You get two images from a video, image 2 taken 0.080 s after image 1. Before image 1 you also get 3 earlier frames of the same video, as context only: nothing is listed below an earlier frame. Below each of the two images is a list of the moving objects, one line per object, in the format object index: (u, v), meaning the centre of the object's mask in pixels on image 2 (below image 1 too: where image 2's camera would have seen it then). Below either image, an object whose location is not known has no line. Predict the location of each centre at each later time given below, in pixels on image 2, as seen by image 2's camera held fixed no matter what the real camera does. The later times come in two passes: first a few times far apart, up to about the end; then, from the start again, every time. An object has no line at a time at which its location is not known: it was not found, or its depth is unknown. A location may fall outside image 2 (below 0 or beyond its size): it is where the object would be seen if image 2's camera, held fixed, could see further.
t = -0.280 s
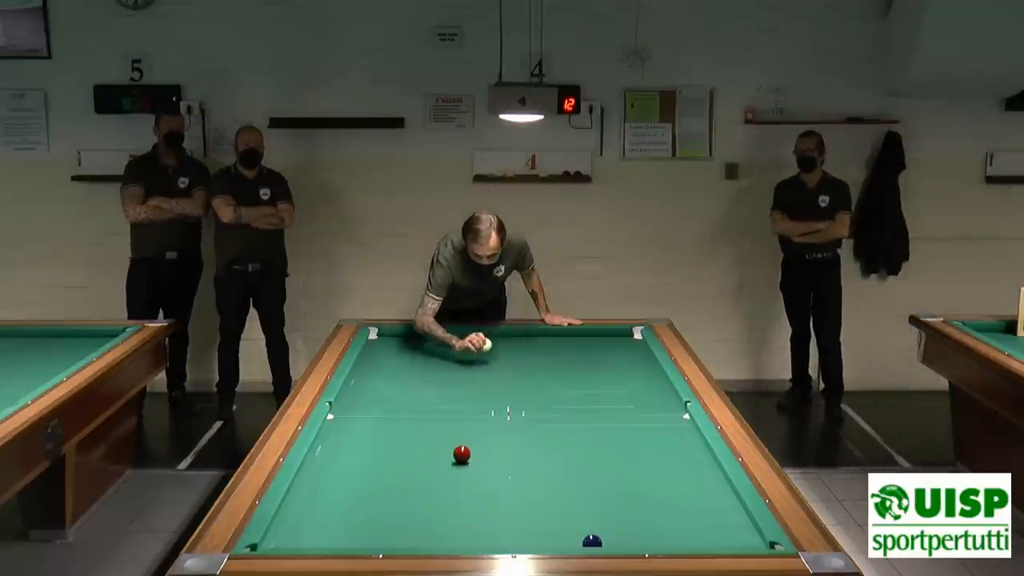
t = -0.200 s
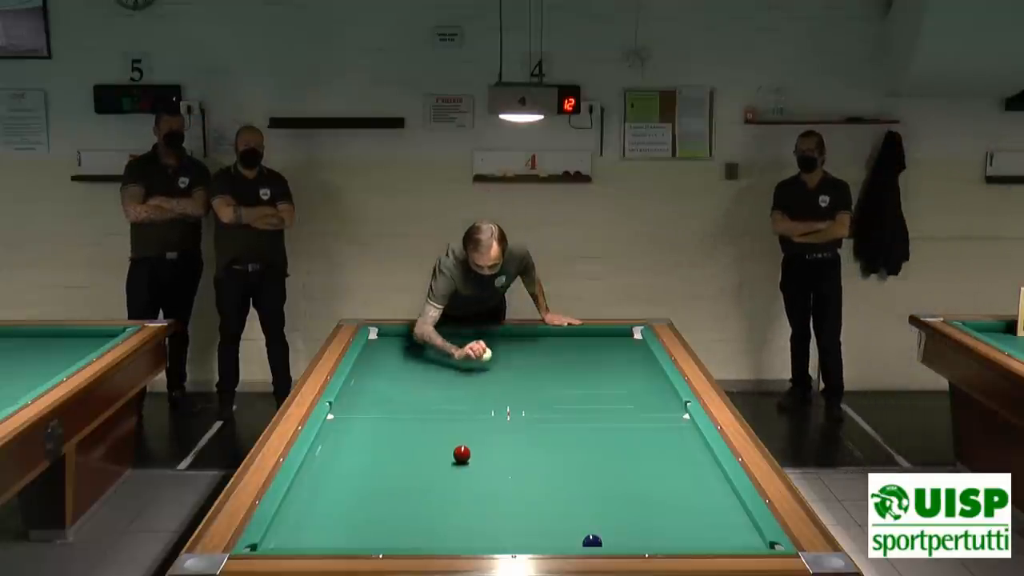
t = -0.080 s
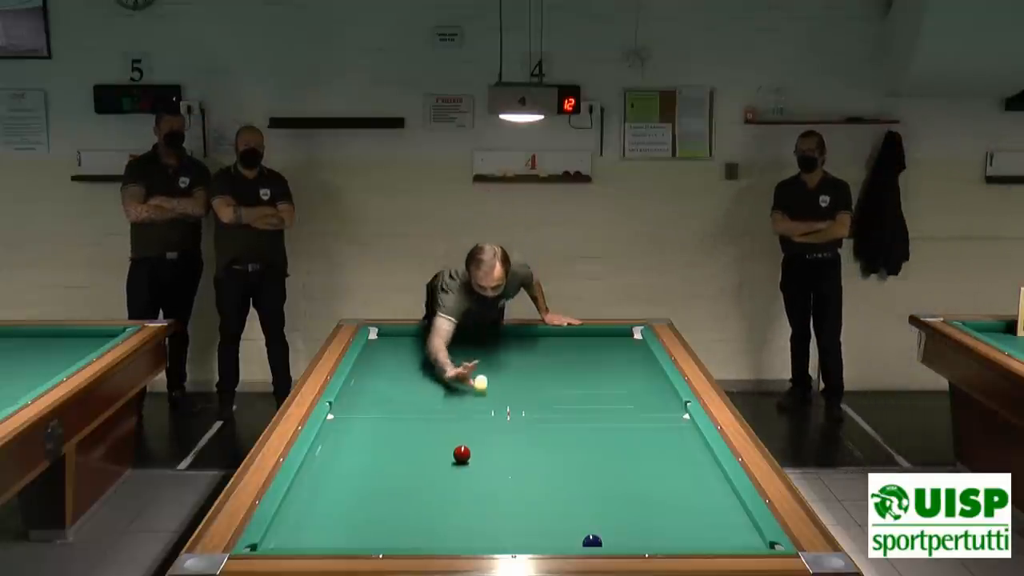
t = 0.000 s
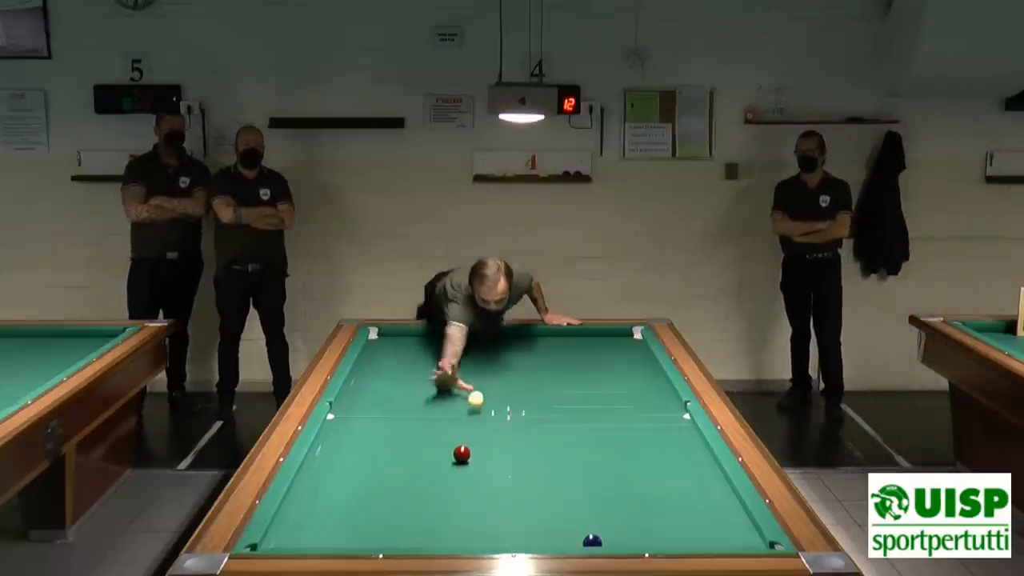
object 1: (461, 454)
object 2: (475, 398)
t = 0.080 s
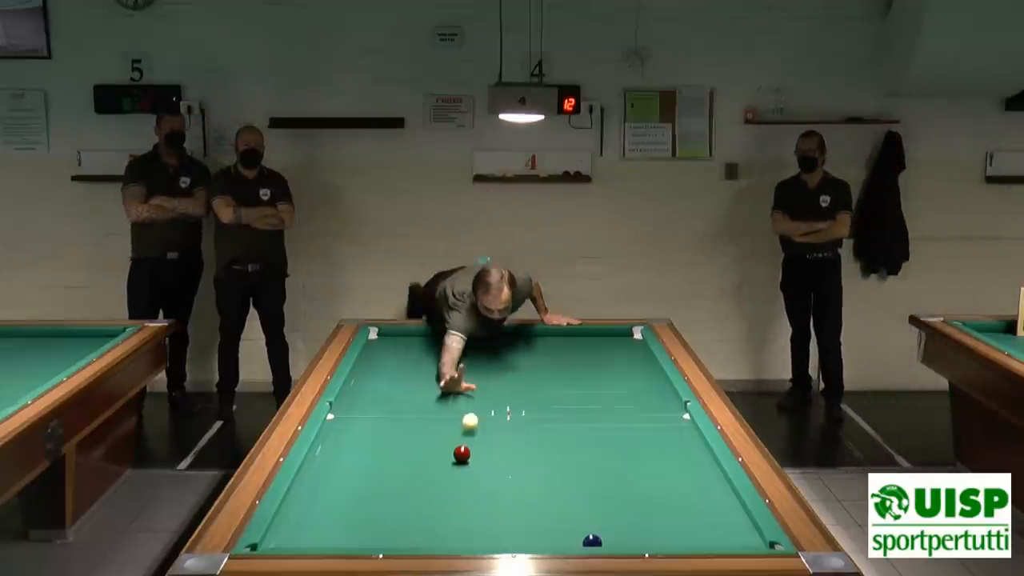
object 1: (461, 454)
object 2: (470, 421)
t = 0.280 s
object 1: (451, 489)
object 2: (464, 448)
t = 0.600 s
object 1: (435, 511)
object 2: (468, 455)
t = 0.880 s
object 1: (438, 458)
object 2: (471, 459)
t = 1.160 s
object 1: (440, 419)
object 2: (474, 463)
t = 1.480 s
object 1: (442, 383)
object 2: (477, 468)
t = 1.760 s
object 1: (443, 359)
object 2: (479, 471)
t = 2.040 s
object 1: (444, 338)
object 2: (482, 474)
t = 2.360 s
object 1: (441, 344)
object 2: (485, 478)
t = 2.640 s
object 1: (437, 357)
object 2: (486, 480)
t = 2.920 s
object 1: (433, 369)
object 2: (488, 483)
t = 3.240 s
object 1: (428, 386)
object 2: (489, 486)
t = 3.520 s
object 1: (423, 402)
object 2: (490, 487)
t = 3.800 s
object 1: (419, 419)
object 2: (492, 489)
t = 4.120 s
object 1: (413, 440)
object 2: (493, 489)
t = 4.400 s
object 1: (408, 461)
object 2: (493, 490)
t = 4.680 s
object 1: (402, 484)
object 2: (494, 491)
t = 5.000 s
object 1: (394, 514)
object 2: (494, 491)
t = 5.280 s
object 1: (386, 539)
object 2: (493, 491)
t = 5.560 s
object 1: (387, 537)
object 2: (494, 491)
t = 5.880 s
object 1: (391, 518)
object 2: (494, 491)
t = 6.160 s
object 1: (395, 503)
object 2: (493, 491)
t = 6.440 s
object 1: (398, 489)
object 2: (493, 491)
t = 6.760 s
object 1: (401, 475)
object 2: (493, 491)
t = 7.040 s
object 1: (403, 463)
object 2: (493, 491)
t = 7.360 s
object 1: (405, 452)
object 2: (493, 491)
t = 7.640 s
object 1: (406, 442)
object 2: (493, 491)
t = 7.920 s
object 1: (408, 434)
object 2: (493, 491)
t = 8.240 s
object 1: (409, 425)
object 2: (493, 491)
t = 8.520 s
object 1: (410, 417)
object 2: (493, 491)
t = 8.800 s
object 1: (411, 411)
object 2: (493, 491)
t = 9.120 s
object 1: (412, 404)
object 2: (493, 491)
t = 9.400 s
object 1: (413, 398)
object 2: (493, 491)
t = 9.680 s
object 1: (414, 393)
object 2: (493, 491)
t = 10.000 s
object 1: (414, 388)
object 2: (493, 491)
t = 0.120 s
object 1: (461, 454)
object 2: (467, 432)
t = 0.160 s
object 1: (461, 455)
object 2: (464, 442)
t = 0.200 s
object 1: (459, 463)
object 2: (464, 445)
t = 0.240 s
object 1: (455, 476)
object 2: (464, 448)
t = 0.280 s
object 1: (451, 489)
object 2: (464, 448)
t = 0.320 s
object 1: (447, 502)
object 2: (465, 449)
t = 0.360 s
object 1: (443, 516)
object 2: (465, 451)
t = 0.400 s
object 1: (439, 531)
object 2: (465, 451)
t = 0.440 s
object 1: (434, 541)
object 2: (466, 452)
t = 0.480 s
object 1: (433, 540)
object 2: (466, 453)
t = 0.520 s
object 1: (434, 531)
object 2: (467, 453)
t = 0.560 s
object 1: (434, 521)
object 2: (467, 454)
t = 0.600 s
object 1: (435, 511)
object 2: (468, 455)
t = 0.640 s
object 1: (436, 502)
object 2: (468, 455)
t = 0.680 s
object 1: (436, 493)
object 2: (468, 456)
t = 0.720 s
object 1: (437, 485)
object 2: (469, 457)
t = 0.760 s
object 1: (437, 478)
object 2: (469, 457)
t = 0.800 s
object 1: (438, 471)
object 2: (470, 458)
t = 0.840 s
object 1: (438, 464)
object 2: (470, 458)
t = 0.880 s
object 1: (438, 458)
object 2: (471, 459)
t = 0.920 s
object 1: (439, 452)
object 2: (471, 459)
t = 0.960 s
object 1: (439, 446)
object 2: (472, 460)
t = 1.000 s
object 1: (439, 440)
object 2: (472, 461)
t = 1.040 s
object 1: (439, 434)
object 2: (473, 461)
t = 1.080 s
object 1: (440, 429)
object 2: (473, 462)
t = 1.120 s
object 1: (440, 424)
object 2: (473, 462)
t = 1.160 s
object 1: (440, 419)
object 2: (474, 463)
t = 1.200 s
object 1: (440, 414)
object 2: (474, 463)
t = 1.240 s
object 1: (441, 409)
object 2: (474, 464)
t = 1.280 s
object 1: (441, 405)
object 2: (475, 464)
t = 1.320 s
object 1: (441, 400)
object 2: (475, 465)
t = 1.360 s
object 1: (441, 396)
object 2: (476, 466)
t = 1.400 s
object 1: (442, 392)
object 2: (476, 466)
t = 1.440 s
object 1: (442, 387)
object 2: (476, 467)
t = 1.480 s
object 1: (442, 383)
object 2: (477, 468)
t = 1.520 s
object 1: (442, 379)
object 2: (477, 468)
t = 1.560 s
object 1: (442, 376)
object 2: (477, 468)
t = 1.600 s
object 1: (443, 372)
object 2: (478, 469)
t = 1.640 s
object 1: (443, 369)
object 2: (478, 469)
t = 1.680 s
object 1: (443, 365)
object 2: (479, 470)
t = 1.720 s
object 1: (443, 362)
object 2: (479, 470)
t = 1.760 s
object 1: (443, 359)
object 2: (479, 471)
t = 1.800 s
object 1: (443, 355)
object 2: (480, 471)
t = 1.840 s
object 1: (444, 353)
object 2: (480, 472)
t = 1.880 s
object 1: (444, 350)
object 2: (480, 473)
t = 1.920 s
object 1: (444, 347)
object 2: (481, 473)
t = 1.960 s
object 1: (444, 344)
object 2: (481, 474)
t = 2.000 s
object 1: (444, 341)
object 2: (482, 474)
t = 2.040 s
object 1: (444, 338)
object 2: (482, 474)
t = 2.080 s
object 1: (445, 335)
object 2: (482, 475)
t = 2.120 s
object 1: (445, 333)
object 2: (483, 475)
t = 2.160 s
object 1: (444, 335)
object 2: (483, 476)
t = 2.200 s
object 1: (444, 337)
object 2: (483, 476)
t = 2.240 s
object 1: (443, 339)
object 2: (484, 477)
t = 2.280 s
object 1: (442, 341)
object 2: (484, 477)
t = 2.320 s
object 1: (442, 343)
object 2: (484, 478)
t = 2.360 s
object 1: (441, 344)
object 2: (485, 478)
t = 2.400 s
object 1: (441, 346)
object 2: (485, 478)
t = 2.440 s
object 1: (440, 347)
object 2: (485, 478)
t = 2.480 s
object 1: (440, 349)
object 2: (485, 479)
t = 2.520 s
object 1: (439, 351)
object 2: (486, 479)
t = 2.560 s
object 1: (439, 353)
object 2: (486, 480)
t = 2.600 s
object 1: (438, 355)
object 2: (486, 480)
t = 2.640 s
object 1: (437, 357)
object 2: (486, 480)
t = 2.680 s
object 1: (437, 358)
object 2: (486, 481)
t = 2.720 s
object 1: (436, 360)
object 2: (487, 481)
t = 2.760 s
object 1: (435, 362)
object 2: (487, 482)
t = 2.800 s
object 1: (435, 364)
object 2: (487, 482)
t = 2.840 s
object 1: (434, 366)
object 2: (487, 482)
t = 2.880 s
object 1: (434, 368)
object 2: (488, 483)
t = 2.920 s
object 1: (433, 369)
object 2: (488, 483)
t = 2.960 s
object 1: (433, 372)
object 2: (488, 483)
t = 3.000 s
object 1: (432, 374)
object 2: (488, 483)
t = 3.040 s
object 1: (431, 375)
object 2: (488, 484)
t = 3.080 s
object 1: (431, 378)
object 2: (488, 484)
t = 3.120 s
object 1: (430, 380)
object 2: (489, 484)
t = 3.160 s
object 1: (429, 382)
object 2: (489, 485)
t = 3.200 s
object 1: (429, 384)
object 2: (489, 485)
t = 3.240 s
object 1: (428, 386)
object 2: (489, 486)
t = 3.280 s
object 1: (427, 388)
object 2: (489, 486)
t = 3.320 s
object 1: (427, 391)
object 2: (490, 486)
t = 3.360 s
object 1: (426, 392)
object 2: (490, 486)
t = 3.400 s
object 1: (425, 395)
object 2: (490, 486)
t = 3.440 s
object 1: (425, 397)
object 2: (490, 487)
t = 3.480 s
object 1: (424, 399)
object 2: (490, 487)
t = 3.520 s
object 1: (423, 402)
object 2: (490, 487)
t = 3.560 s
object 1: (423, 404)
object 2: (491, 487)
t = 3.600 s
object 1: (422, 406)
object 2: (491, 487)
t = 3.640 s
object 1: (421, 409)
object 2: (491, 488)
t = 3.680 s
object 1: (421, 411)
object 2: (491, 488)
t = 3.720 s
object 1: (420, 414)
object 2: (491, 488)
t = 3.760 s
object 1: (419, 416)
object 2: (491, 488)
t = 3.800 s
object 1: (419, 419)
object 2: (492, 489)
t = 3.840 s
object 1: (418, 421)
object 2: (492, 489)
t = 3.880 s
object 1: (417, 424)
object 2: (492, 489)
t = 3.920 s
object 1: (417, 426)
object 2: (492, 489)
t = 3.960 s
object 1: (416, 429)
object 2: (492, 489)
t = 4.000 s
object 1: (415, 432)
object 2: (492, 489)
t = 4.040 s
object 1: (414, 435)
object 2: (492, 489)
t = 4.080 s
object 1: (414, 437)
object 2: (492, 489)
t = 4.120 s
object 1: (413, 440)
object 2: (493, 489)
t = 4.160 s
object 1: (412, 443)
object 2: (493, 490)
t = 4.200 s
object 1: (412, 446)
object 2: (493, 490)
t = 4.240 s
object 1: (411, 449)
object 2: (493, 490)
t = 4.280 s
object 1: (410, 452)
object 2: (493, 490)
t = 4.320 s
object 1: (409, 455)
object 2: (493, 490)
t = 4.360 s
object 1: (408, 458)
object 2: (493, 490)
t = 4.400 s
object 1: (408, 461)
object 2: (493, 490)
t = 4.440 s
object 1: (407, 464)
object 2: (493, 491)
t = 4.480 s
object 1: (406, 468)
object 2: (493, 491)
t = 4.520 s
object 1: (405, 471)
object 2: (493, 491)
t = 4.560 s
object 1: (404, 474)
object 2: (493, 490)
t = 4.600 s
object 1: (404, 477)
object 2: (494, 491)
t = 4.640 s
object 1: (403, 481)
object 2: (494, 491)
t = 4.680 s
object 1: (402, 484)
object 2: (494, 491)
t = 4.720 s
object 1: (401, 488)
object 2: (494, 491)
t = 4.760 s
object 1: (400, 491)
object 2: (494, 491)
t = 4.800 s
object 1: (399, 495)
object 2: (494, 491)
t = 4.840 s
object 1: (398, 498)
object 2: (494, 491)
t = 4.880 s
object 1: (397, 502)
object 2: (494, 491)
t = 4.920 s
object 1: (396, 506)
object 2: (494, 491)
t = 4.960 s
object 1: (395, 510)
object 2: (494, 491)
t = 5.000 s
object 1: (394, 514)
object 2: (494, 491)
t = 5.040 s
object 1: (393, 518)
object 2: (494, 491)
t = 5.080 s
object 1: (392, 522)
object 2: (494, 491)
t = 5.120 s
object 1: (391, 526)
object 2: (494, 491)
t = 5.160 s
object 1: (390, 530)
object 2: (494, 491)
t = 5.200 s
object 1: (388, 533)
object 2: (494, 491)
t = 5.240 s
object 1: (387, 537)
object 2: (493, 491)
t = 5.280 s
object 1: (386, 539)
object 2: (493, 491)
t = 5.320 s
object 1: (385, 541)
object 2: (493, 491)
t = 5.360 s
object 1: (384, 543)
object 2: (493, 491)
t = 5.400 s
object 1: (384, 543)
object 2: (494, 491)
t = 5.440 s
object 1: (385, 541)
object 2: (494, 491)
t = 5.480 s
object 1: (386, 539)
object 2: (494, 491)
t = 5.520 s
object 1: (386, 538)
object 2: (494, 491)
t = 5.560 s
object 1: (387, 537)
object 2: (494, 491)
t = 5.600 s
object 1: (387, 535)
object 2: (494, 491)
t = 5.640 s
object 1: (388, 533)
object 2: (493, 491)
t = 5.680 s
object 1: (389, 530)
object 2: (494, 491)
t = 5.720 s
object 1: (389, 528)
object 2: (494, 491)
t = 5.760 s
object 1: (390, 526)
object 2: (494, 491)
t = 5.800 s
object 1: (390, 523)
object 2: (493, 491)
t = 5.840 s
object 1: (391, 521)
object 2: (493, 491)
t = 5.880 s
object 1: (391, 518)
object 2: (494, 491)
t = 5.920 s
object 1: (392, 516)
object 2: (494, 491)
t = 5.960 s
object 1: (392, 514)
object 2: (493, 491)
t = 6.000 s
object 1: (393, 511)
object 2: (494, 491)
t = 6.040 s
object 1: (393, 509)
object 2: (493, 491)
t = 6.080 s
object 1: (394, 507)
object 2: (493, 491)
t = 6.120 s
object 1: (394, 505)
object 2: (493, 491)
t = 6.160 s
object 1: (395, 503)
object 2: (493, 491)
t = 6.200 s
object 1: (395, 501)
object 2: (493, 491)
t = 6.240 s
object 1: (395, 499)
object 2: (493, 491)
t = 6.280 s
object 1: (396, 497)
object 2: (493, 491)
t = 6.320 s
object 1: (396, 495)
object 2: (493, 491)
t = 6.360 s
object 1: (397, 493)
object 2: (493, 491)
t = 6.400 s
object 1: (397, 491)
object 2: (493, 491)
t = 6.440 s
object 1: (398, 489)
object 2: (493, 491)
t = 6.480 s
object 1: (398, 487)
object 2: (493, 491)
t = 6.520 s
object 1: (399, 485)
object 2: (493, 491)
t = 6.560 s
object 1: (399, 483)
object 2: (493, 491)
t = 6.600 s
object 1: (399, 482)
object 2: (493, 491)
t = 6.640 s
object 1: (400, 480)
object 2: (493, 491)
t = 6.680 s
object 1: (400, 478)
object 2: (493, 491)
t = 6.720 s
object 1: (400, 477)
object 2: (493, 491)
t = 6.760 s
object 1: (401, 475)
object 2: (493, 491)
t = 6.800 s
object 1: (401, 473)
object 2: (493, 491)
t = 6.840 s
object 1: (401, 471)
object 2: (493, 491)
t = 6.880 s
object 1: (402, 470)
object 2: (493, 491)
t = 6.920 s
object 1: (402, 468)
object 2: (493, 491)
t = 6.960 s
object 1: (402, 466)
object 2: (493, 491)
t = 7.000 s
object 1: (403, 465)
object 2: (493, 491)
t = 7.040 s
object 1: (403, 463)
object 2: (493, 491)
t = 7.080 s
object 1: (403, 462)
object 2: (493, 491)
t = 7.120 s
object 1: (404, 460)
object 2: (493, 491)
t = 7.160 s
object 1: (404, 459)
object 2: (493, 491)
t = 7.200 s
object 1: (404, 457)
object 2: (493, 491)
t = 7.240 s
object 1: (404, 456)
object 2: (493, 491)
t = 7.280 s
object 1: (405, 454)
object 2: (493, 491)
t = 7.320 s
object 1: (405, 453)
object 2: (493, 491)
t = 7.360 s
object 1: (405, 452)
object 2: (493, 491)
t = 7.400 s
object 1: (405, 450)
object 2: (493, 491)
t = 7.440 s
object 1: (406, 449)
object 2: (493, 491)
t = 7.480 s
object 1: (406, 447)
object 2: (493, 491)
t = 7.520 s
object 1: (406, 446)
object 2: (493, 491)
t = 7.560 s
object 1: (406, 445)
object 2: (493, 491)
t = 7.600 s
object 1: (406, 444)
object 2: (493, 491)
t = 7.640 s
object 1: (406, 442)
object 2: (493, 491)
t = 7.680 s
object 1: (407, 441)
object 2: (493, 491)
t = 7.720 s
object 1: (407, 440)
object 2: (493, 491)
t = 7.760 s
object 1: (407, 438)
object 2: (493, 491)
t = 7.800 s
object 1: (407, 437)
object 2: (493, 491)
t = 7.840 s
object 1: (407, 436)
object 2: (493, 491)
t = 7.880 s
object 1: (408, 435)
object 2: (493, 491)
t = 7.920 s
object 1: (408, 434)
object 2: (493, 491)
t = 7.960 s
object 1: (408, 432)
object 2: (493, 491)
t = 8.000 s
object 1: (408, 431)
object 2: (493, 491)
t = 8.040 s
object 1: (408, 430)
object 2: (493, 491)
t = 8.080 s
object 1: (408, 429)
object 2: (493, 491)
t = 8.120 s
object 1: (408, 428)
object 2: (493, 491)
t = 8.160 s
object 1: (409, 426)
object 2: (493, 491)
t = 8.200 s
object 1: (409, 426)
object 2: (493, 491)
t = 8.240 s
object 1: (409, 425)
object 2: (493, 491)
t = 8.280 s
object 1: (409, 423)
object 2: (493, 491)
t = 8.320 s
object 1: (409, 422)
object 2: (493, 491)
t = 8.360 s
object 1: (409, 421)
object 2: (493, 491)
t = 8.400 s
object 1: (409, 420)
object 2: (493, 491)
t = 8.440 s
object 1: (410, 419)
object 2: (493, 491)
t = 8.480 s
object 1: (410, 418)
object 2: (493, 491)
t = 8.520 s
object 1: (410, 417)
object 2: (493, 491)
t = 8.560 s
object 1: (410, 416)
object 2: (493, 491)
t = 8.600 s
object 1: (410, 415)
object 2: (493, 491)
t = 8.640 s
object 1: (410, 414)
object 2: (493, 491)
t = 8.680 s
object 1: (410, 413)
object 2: (493, 491)
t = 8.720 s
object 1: (411, 412)
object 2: (493, 491)
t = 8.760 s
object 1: (411, 411)
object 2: (493, 491)
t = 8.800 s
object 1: (411, 411)
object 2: (493, 491)
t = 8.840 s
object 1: (411, 410)
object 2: (493, 491)
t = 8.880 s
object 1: (411, 409)
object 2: (493, 491)
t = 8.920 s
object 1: (411, 408)
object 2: (493, 491)
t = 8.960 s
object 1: (411, 407)
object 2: (493, 491)
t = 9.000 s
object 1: (412, 406)
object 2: (493, 491)
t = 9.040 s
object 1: (412, 405)
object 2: (493, 491)
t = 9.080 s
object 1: (412, 405)
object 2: (493, 491)
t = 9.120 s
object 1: (412, 404)
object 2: (493, 491)
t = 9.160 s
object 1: (412, 403)
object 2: (493, 491)
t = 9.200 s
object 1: (412, 402)
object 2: (493, 491)
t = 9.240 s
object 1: (413, 401)
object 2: (493, 491)
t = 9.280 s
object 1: (413, 401)
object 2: (493, 491)
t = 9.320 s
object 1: (413, 400)
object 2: (493, 491)
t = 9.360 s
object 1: (413, 399)
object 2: (493, 491)
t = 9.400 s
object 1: (413, 398)
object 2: (493, 491)
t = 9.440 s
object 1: (413, 397)
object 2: (493, 491)
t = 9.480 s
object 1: (413, 397)
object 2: (493, 491)
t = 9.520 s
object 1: (413, 396)
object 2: (493, 491)
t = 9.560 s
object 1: (414, 395)
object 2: (493, 491)
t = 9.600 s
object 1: (414, 394)
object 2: (493, 491)
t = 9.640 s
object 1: (414, 394)
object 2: (493, 491)
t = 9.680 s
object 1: (414, 393)
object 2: (493, 491)
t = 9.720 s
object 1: (414, 392)
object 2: (493, 491)
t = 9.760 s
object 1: (414, 392)
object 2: (493, 491)
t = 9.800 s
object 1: (414, 391)
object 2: (493, 491)
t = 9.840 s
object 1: (414, 390)
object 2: (493, 491)
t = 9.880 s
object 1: (414, 390)
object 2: (493, 491)
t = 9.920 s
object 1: (414, 389)
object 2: (493, 491)
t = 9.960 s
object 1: (414, 388)
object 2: (493, 491)
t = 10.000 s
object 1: (414, 388)
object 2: (493, 491)
